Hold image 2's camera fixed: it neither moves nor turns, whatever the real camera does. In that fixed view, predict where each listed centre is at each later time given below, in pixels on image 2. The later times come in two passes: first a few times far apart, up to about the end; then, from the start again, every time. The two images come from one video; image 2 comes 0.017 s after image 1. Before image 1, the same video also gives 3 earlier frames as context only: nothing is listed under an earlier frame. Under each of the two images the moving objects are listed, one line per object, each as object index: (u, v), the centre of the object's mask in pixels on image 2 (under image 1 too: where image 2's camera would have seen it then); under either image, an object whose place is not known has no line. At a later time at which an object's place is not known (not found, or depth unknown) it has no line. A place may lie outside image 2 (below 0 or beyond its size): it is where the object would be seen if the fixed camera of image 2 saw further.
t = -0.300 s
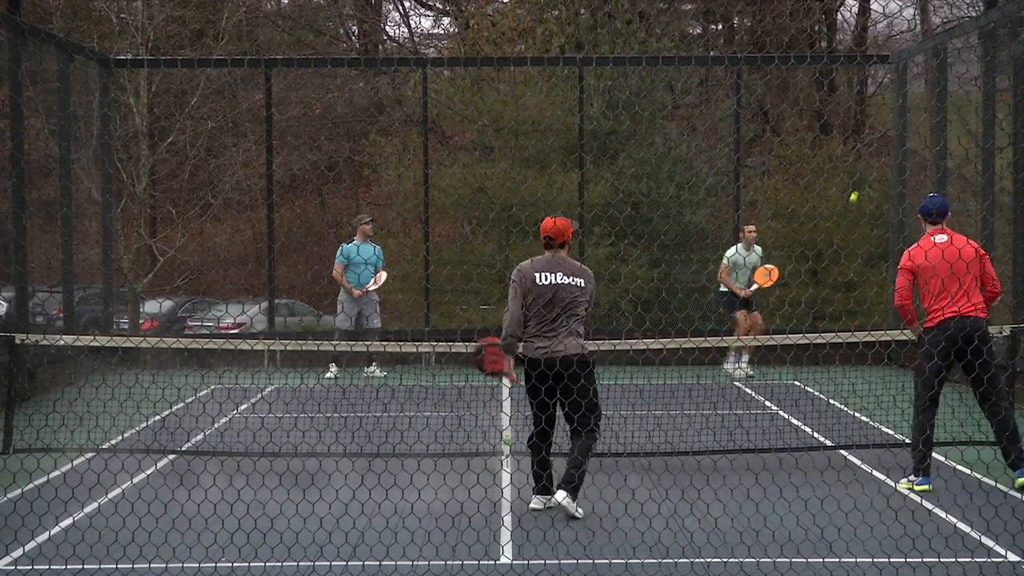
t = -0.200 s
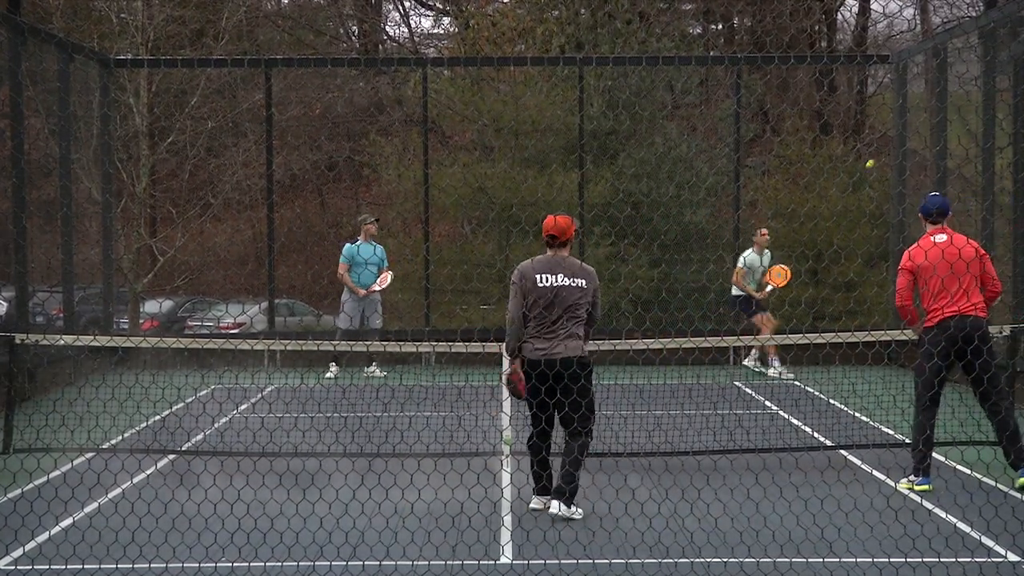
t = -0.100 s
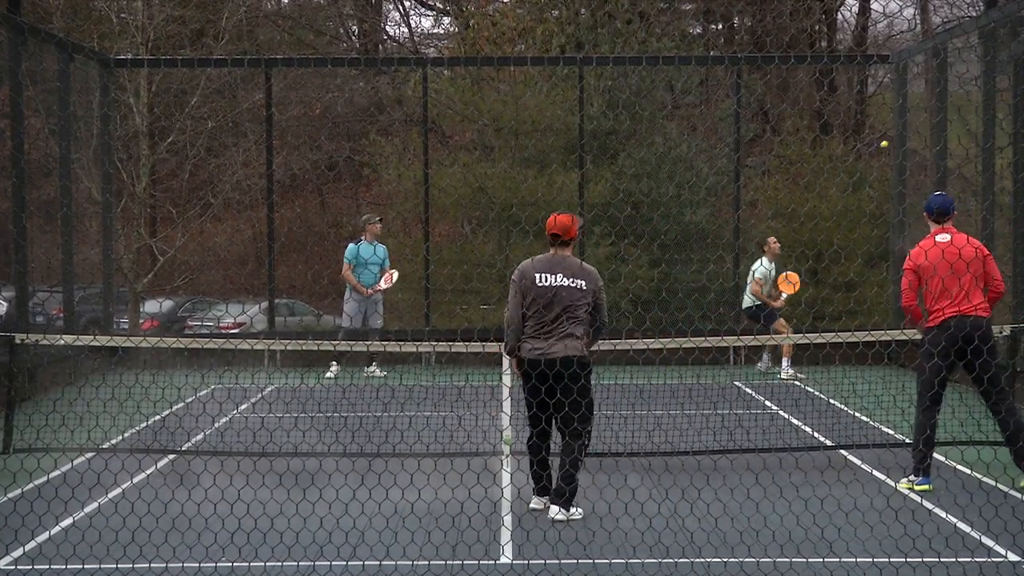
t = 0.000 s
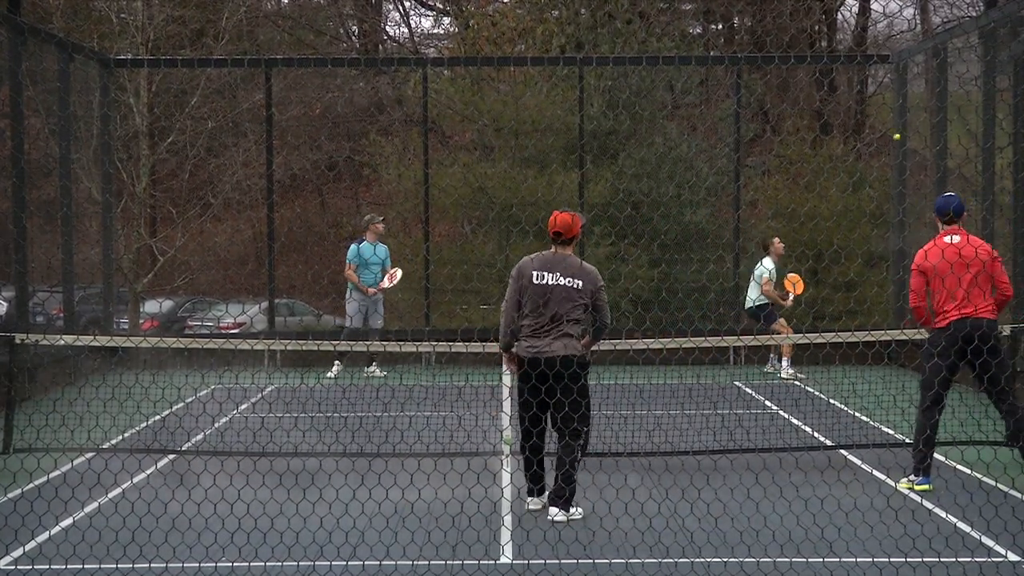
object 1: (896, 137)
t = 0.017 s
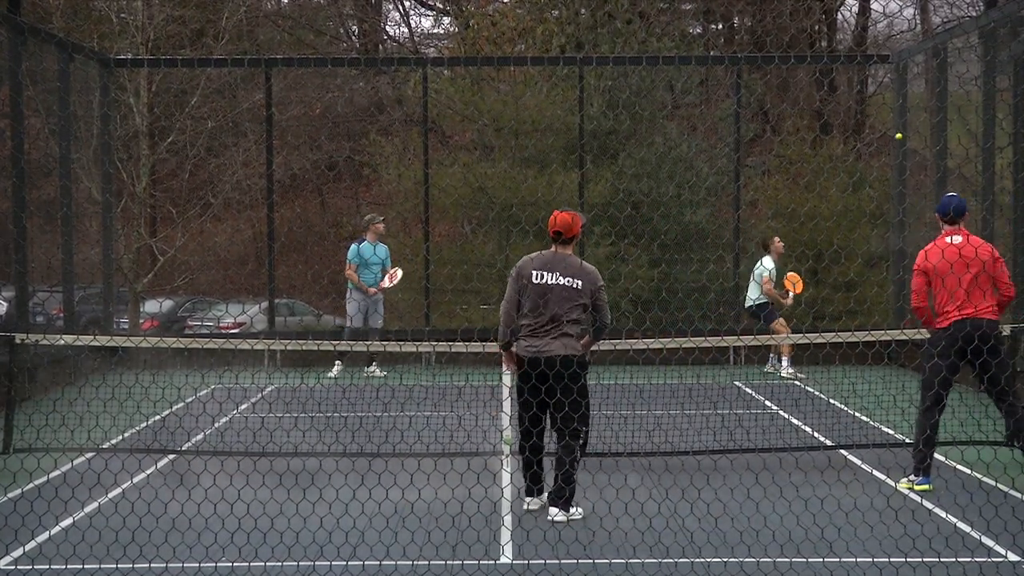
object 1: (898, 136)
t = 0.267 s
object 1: (878, 145)
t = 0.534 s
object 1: (829, 141)
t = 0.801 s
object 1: (778, 182)
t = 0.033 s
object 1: (900, 136)
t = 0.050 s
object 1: (902, 137)
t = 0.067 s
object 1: (904, 137)
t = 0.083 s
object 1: (905, 138)
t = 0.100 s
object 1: (907, 139)
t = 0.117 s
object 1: (909, 140)
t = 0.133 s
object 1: (905, 140)
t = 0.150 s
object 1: (902, 140)
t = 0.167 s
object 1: (899, 140)
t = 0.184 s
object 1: (895, 140)
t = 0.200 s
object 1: (891, 140)
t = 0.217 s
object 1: (888, 141)
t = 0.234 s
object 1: (884, 142)
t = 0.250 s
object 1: (881, 144)
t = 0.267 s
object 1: (878, 145)
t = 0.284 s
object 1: (874, 147)
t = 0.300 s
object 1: (871, 148)
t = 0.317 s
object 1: (867, 150)
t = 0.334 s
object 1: (864, 149)
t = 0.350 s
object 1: (861, 148)
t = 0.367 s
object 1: (857, 146)
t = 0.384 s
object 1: (854, 144)
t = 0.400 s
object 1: (852, 144)
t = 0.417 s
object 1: (848, 142)
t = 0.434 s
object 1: (846, 141)
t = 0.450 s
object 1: (843, 141)
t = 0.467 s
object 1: (840, 140)
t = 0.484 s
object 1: (836, 140)
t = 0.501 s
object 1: (833, 140)
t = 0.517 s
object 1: (831, 141)
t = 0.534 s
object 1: (829, 141)
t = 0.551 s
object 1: (824, 142)
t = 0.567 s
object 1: (821, 143)
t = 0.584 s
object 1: (818, 144)
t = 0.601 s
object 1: (815, 146)
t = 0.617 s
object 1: (812, 147)
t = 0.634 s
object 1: (809, 150)
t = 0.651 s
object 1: (806, 152)
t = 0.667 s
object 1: (803, 154)
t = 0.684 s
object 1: (799, 157)
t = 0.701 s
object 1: (796, 160)
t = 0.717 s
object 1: (793, 163)
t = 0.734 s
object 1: (790, 166)
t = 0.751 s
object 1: (787, 170)
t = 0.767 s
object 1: (784, 174)
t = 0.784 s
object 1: (782, 178)
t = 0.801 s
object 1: (778, 182)
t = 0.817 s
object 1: (775, 187)
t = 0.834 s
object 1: (771, 192)
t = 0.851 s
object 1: (768, 197)
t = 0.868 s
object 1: (765, 202)
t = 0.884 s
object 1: (762, 208)
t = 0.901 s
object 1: (759, 214)
